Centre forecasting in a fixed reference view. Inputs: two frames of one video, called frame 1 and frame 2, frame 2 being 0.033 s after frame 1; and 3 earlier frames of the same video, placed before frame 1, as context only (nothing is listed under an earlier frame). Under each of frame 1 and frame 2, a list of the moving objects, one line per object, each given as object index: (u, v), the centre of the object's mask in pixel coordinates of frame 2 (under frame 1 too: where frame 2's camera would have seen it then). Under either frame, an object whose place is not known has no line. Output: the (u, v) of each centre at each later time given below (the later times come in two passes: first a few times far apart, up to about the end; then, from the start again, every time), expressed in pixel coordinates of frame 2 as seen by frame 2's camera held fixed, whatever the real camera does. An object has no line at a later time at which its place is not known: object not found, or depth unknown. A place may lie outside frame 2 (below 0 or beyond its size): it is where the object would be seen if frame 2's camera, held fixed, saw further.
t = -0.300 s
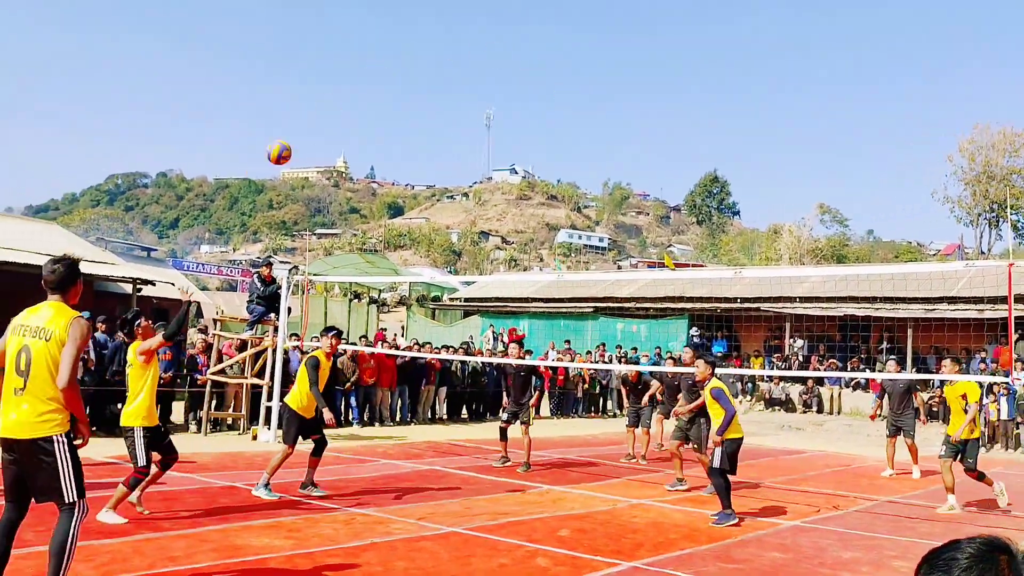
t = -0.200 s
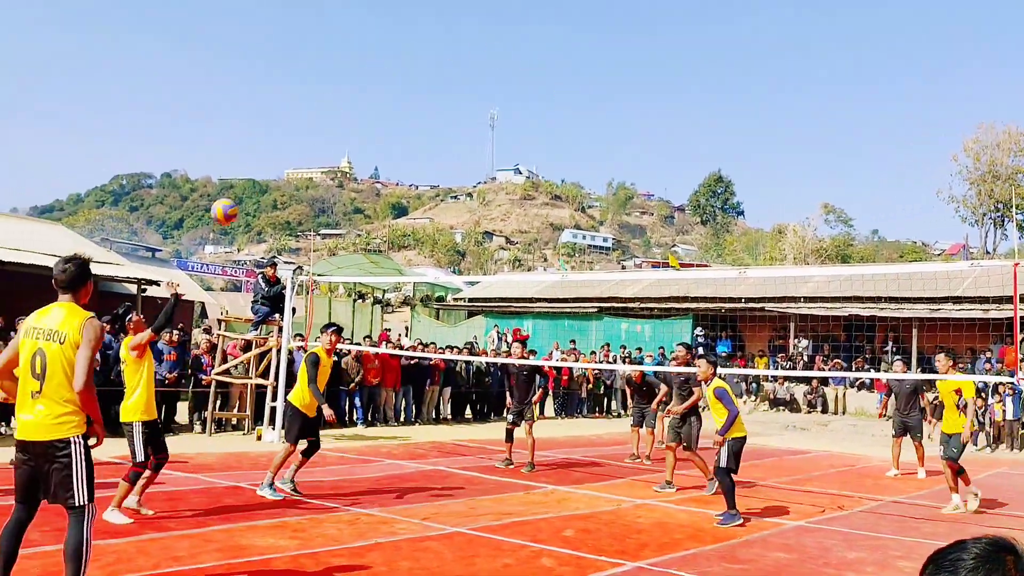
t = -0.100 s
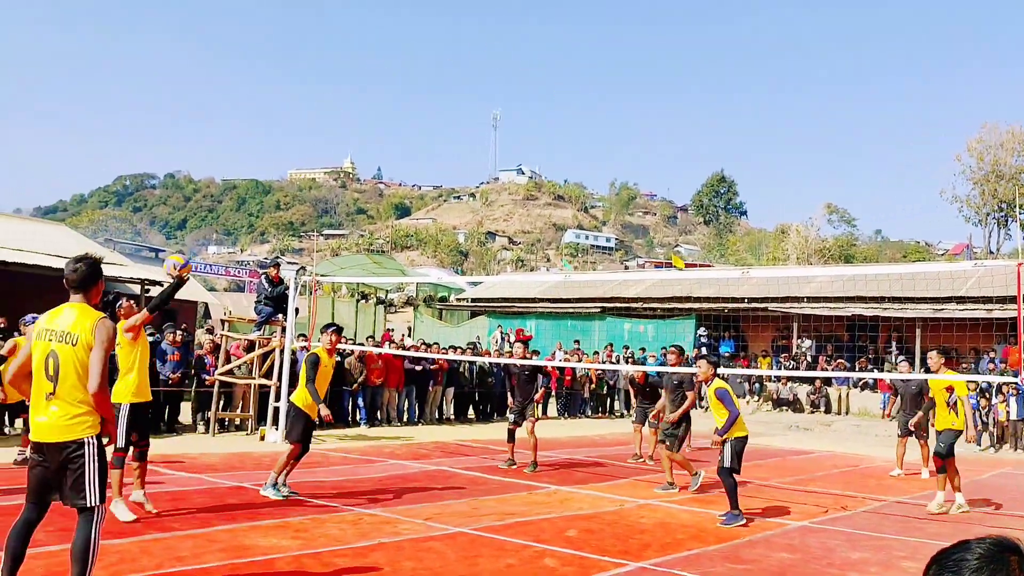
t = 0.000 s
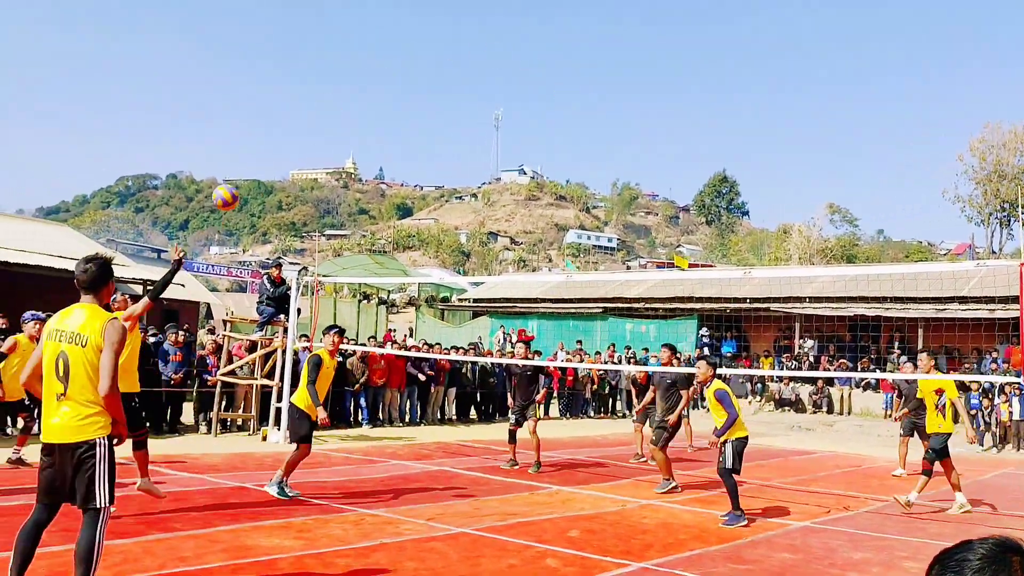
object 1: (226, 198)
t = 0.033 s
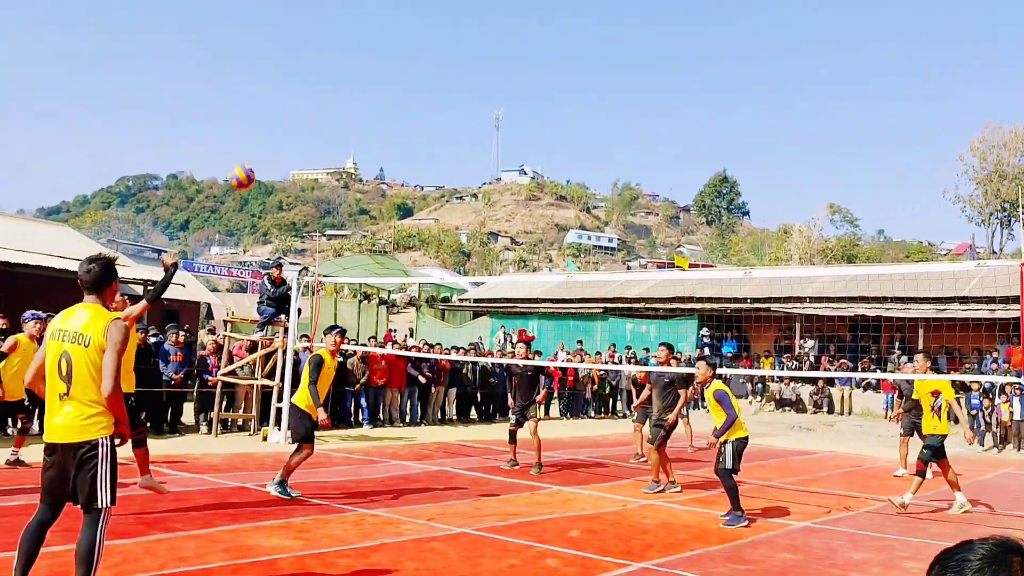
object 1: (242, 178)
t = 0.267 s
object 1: (342, 75)
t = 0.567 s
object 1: (455, 44)
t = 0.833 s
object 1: (543, 99)
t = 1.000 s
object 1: (593, 170)
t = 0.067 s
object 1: (257, 158)
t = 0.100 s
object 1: (272, 140)
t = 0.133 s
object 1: (286, 124)
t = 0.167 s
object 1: (301, 110)
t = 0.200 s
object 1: (315, 97)
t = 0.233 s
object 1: (328, 85)
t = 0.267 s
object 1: (342, 75)
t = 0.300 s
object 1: (355, 66)
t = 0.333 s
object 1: (369, 58)
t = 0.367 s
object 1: (382, 53)
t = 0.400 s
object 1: (394, 48)
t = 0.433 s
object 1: (407, 45)
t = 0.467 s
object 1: (419, 42)
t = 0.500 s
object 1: (431, 41)
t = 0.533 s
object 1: (443, 42)
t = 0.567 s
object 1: (455, 44)
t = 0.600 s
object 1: (466, 47)
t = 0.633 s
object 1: (478, 50)
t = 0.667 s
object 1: (489, 55)
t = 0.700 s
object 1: (500, 62)
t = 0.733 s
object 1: (511, 70)
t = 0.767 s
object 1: (522, 79)
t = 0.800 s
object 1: (532, 88)
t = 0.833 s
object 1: (543, 99)
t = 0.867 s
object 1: (553, 111)
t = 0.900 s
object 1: (563, 124)
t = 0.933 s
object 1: (573, 138)
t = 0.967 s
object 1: (583, 153)
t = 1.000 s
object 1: (593, 170)
